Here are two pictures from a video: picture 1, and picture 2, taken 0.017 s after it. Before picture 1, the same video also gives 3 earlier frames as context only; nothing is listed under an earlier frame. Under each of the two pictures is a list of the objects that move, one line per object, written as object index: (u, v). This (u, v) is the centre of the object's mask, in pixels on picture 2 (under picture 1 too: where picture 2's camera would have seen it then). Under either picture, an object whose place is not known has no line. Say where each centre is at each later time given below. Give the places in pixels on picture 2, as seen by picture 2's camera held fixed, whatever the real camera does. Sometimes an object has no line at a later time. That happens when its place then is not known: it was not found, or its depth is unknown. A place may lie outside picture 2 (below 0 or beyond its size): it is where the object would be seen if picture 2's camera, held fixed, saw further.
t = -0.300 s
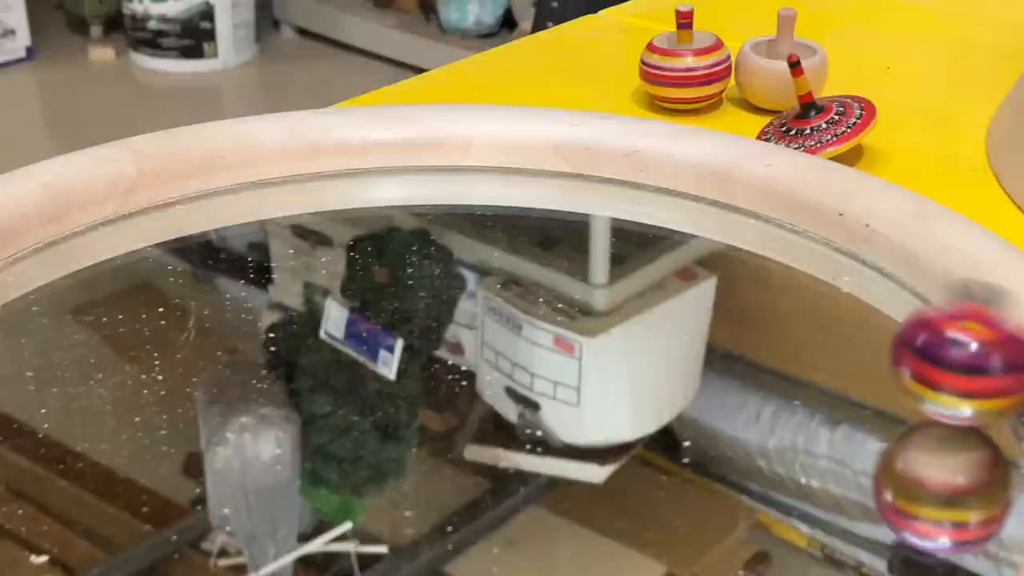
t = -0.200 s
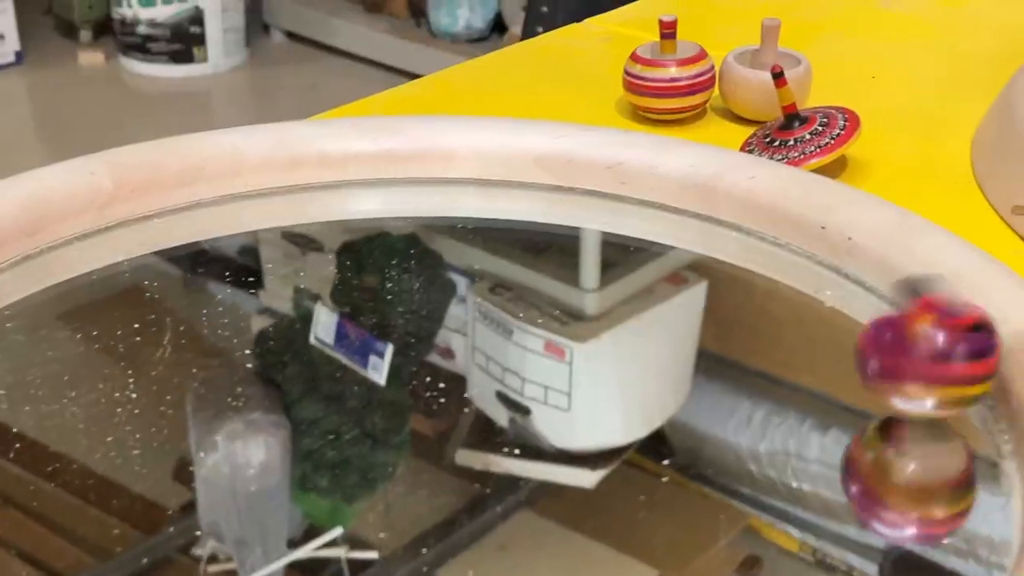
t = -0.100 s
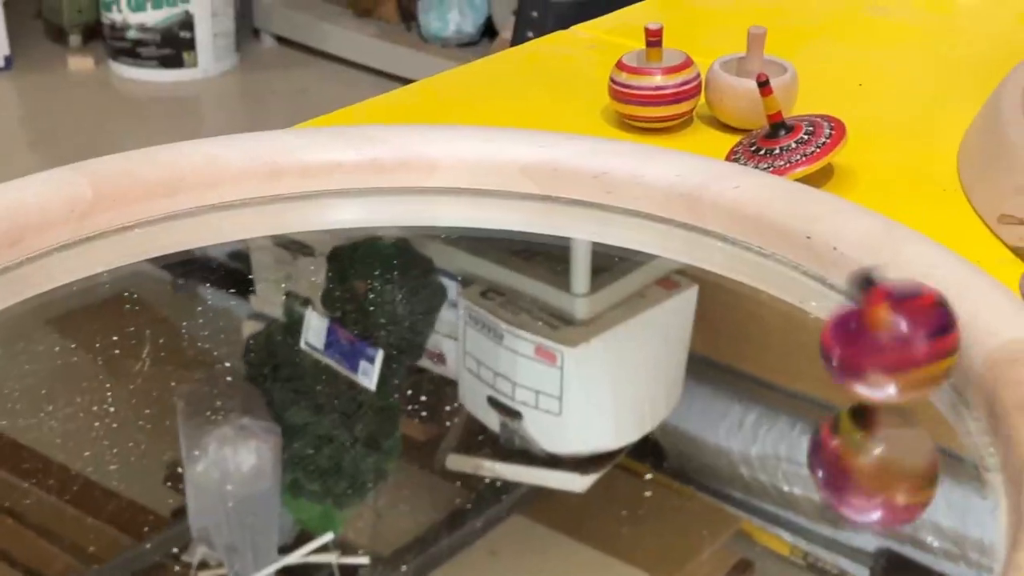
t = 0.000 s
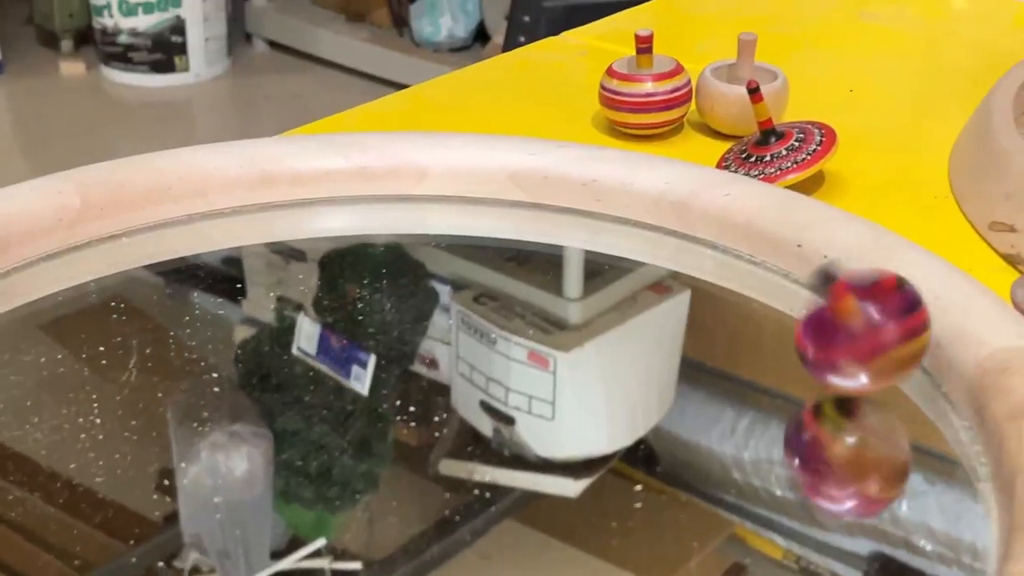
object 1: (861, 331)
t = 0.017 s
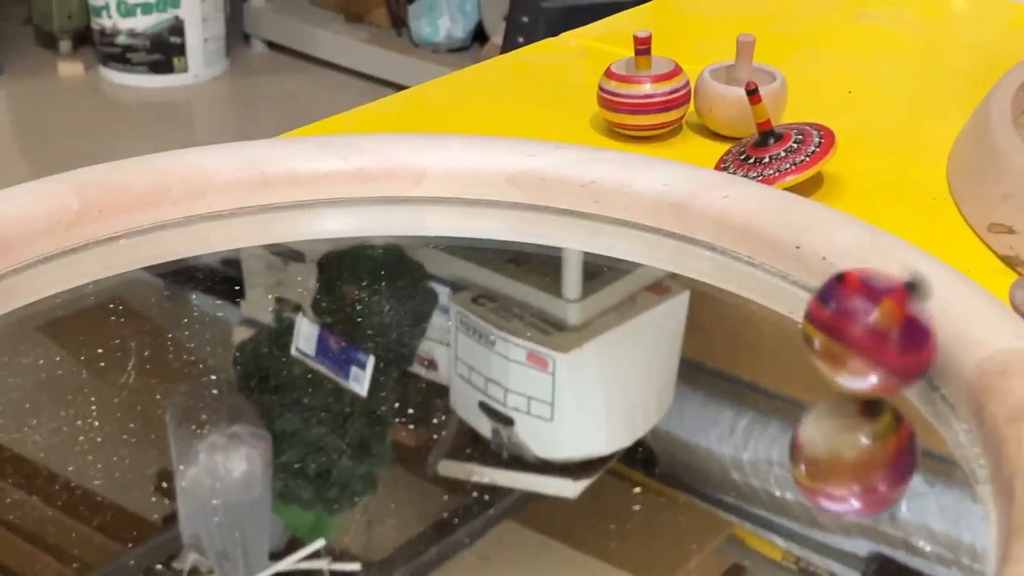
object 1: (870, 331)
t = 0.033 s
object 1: (856, 327)
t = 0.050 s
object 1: (866, 329)
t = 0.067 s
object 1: (854, 326)
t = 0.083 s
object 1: (864, 327)
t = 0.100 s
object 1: (852, 323)
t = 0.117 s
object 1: (862, 324)
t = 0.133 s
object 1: (847, 316)
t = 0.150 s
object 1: (858, 323)
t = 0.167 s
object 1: (850, 318)
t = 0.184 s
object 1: (855, 321)
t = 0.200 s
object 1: (852, 315)
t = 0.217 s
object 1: (851, 318)
